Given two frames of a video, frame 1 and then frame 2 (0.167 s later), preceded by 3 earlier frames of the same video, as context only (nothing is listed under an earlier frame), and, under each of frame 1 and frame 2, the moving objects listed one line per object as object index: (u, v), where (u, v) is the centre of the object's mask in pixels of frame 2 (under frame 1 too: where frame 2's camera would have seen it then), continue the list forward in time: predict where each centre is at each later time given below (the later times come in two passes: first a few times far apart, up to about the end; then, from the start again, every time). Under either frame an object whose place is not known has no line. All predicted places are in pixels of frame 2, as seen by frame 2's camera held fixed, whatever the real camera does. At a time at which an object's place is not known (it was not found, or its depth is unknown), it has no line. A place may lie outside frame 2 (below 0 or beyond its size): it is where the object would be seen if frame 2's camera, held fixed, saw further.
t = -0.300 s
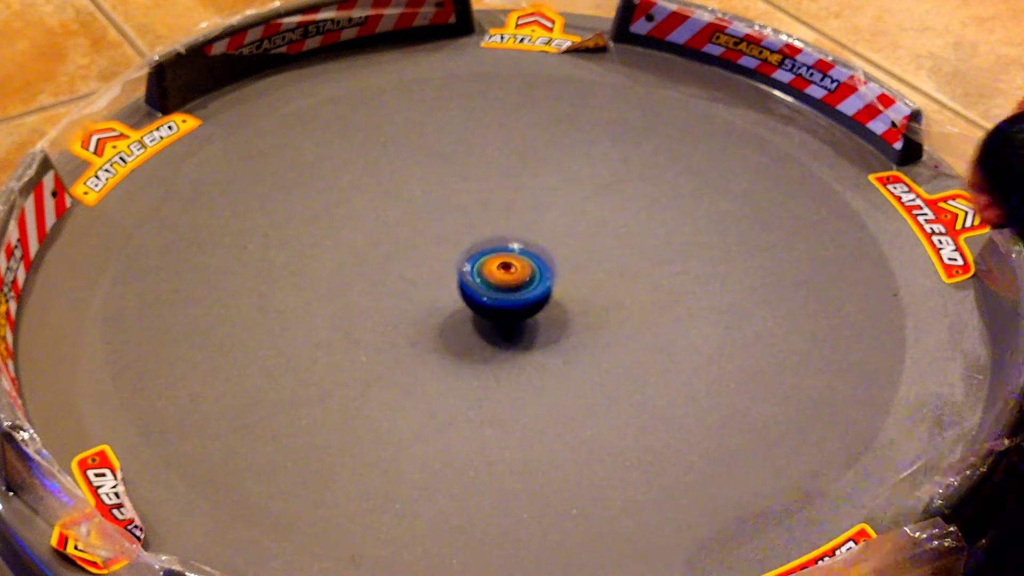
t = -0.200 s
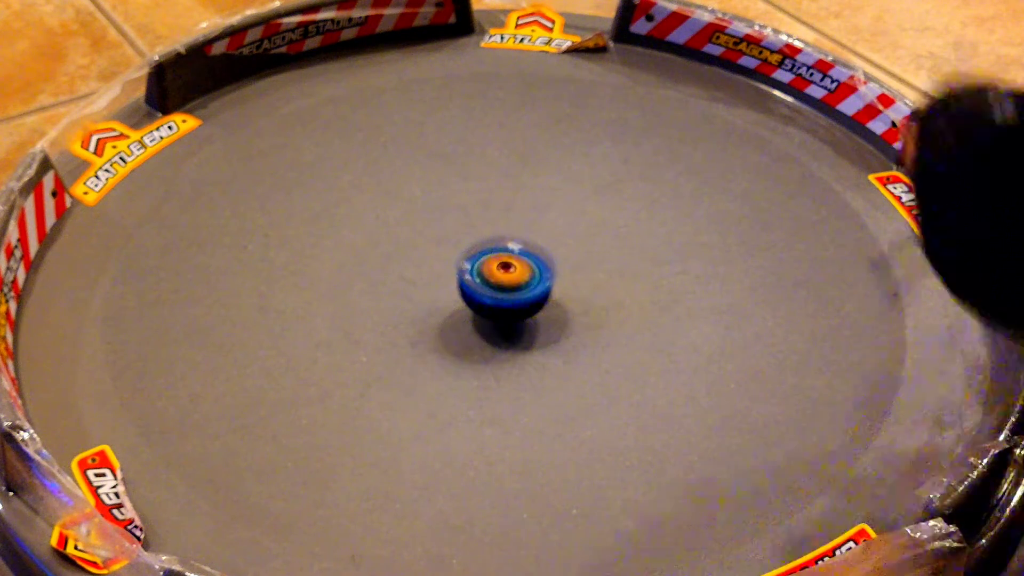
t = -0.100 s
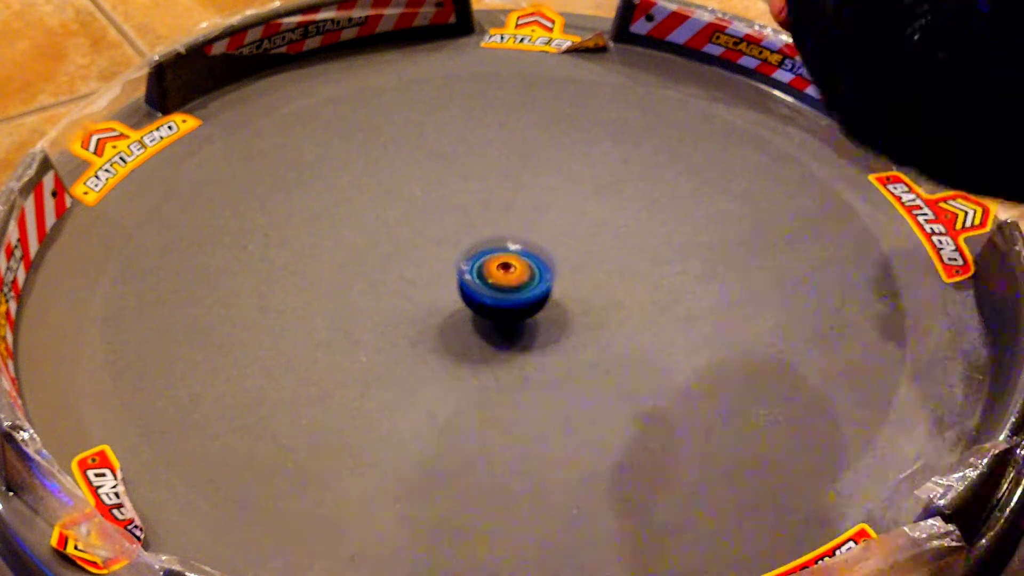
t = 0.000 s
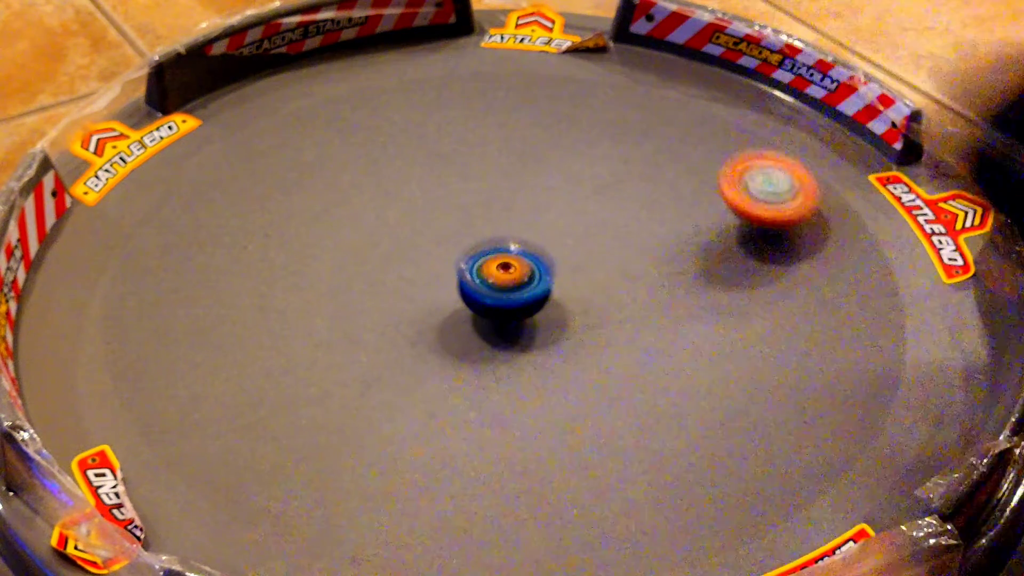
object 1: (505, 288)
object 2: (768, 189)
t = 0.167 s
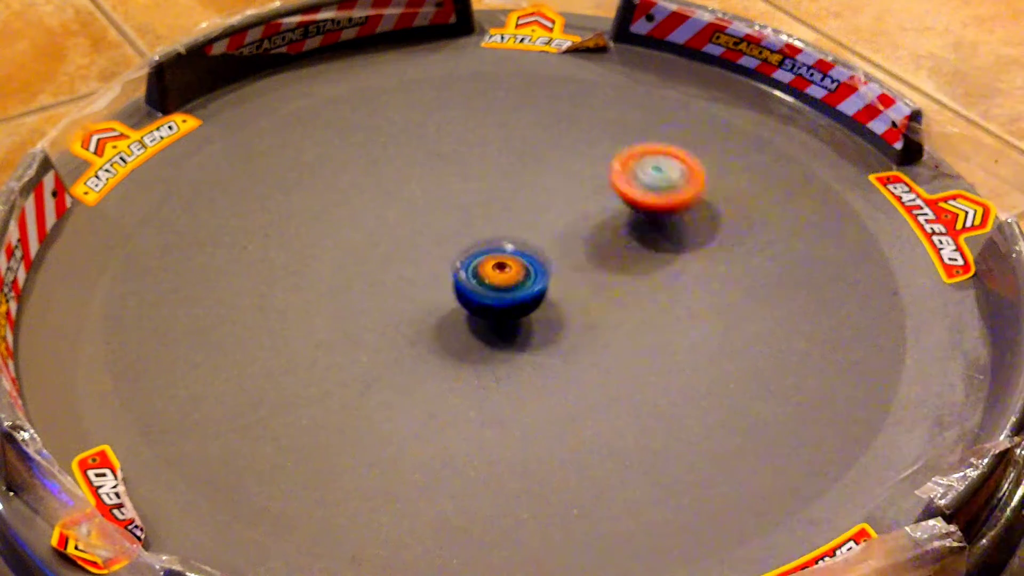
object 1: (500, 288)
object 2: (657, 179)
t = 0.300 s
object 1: (502, 289)
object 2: (581, 176)
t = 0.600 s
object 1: (505, 289)
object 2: (495, 210)
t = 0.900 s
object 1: (514, 326)
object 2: (475, 245)
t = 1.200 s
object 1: (547, 369)
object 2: (480, 264)
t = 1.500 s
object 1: (592, 387)
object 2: (481, 266)
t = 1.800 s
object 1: (578, 391)
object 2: (513, 250)
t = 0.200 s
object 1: (500, 288)
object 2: (638, 174)
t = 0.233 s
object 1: (501, 288)
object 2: (618, 178)
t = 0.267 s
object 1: (501, 289)
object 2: (599, 176)
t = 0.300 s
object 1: (502, 289)
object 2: (581, 176)
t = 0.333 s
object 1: (503, 290)
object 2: (565, 177)
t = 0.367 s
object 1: (503, 289)
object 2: (551, 180)
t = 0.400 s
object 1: (505, 290)
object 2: (539, 183)
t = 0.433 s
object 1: (504, 290)
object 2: (529, 187)
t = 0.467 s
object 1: (505, 289)
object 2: (519, 191)
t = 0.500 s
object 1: (506, 288)
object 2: (511, 195)
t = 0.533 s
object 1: (506, 288)
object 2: (504, 200)
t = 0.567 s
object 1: (506, 288)
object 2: (499, 205)
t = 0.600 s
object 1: (505, 289)
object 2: (495, 210)
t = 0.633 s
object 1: (507, 292)
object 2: (492, 212)
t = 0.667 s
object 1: (508, 294)
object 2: (491, 215)
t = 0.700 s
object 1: (510, 296)
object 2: (492, 218)
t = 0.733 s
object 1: (513, 300)
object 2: (493, 220)
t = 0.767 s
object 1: (514, 304)
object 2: (493, 225)
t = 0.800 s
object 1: (513, 308)
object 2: (491, 232)
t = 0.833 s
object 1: (516, 313)
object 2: (484, 236)
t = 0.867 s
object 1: (516, 320)
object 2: (478, 240)
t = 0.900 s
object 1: (514, 326)
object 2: (475, 245)
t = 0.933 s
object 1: (512, 329)
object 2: (474, 250)
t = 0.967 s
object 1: (510, 332)
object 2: (474, 255)
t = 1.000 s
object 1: (511, 338)
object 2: (472, 256)
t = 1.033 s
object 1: (514, 343)
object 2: (472, 256)
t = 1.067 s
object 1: (518, 348)
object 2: (472, 256)
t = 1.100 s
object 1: (524, 355)
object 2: (473, 258)
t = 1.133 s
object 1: (531, 359)
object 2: (475, 260)
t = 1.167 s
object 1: (538, 364)
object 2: (478, 262)
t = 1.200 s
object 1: (547, 369)
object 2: (480, 264)
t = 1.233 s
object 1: (555, 373)
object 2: (483, 267)
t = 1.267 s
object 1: (562, 377)
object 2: (484, 270)
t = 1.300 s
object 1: (571, 380)
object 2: (484, 272)
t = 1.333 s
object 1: (577, 381)
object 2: (483, 274)
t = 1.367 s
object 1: (582, 383)
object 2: (481, 274)
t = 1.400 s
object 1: (586, 385)
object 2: (477, 274)
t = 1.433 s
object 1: (589, 385)
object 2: (476, 272)
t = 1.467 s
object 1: (591, 386)
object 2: (478, 269)
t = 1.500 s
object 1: (592, 387)
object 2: (481, 266)
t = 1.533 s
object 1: (593, 388)
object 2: (483, 263)
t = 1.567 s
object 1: (592, 391)
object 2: (486, 259)
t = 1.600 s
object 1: (588, 391)
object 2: (488, 256)
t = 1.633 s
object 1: (586, 392)
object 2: (491, 253)
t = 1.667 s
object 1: (583, 392)
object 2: (495, 251)
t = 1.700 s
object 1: (580, 393)
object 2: (499, 250)
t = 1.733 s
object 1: (579, 393)
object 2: (503, 249)
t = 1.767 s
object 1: (578, 393)
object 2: (508, 249)
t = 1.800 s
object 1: (578, 391)
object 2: (513, 250)
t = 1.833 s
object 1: (578, 389)
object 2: (517, 252)
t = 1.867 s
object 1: (580, 387)
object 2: (520, 255)
